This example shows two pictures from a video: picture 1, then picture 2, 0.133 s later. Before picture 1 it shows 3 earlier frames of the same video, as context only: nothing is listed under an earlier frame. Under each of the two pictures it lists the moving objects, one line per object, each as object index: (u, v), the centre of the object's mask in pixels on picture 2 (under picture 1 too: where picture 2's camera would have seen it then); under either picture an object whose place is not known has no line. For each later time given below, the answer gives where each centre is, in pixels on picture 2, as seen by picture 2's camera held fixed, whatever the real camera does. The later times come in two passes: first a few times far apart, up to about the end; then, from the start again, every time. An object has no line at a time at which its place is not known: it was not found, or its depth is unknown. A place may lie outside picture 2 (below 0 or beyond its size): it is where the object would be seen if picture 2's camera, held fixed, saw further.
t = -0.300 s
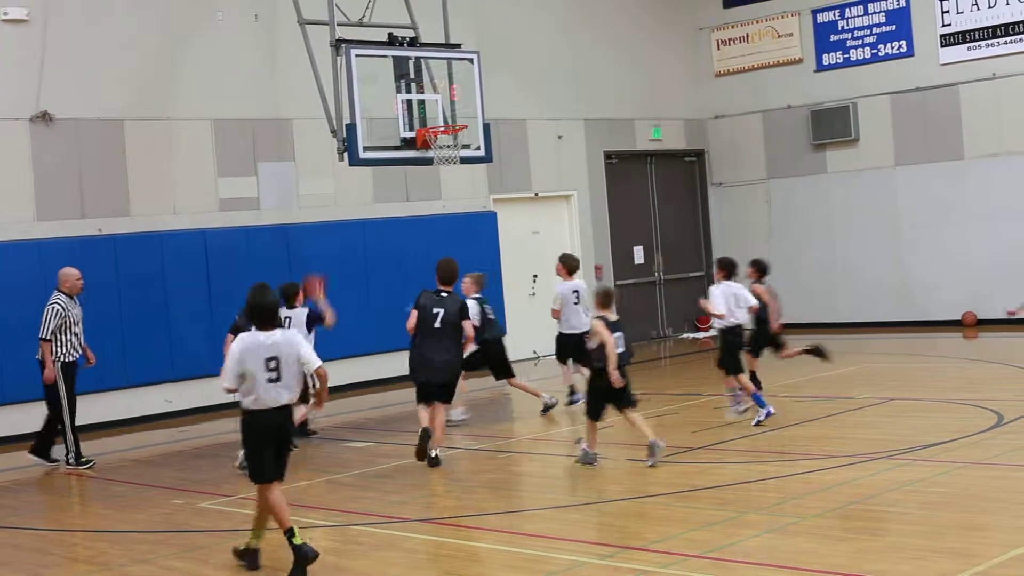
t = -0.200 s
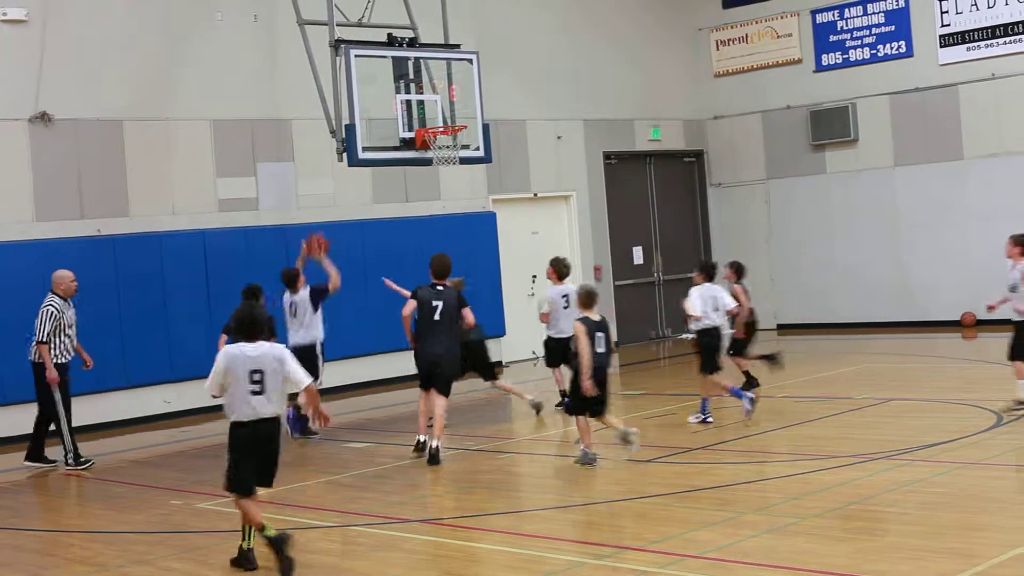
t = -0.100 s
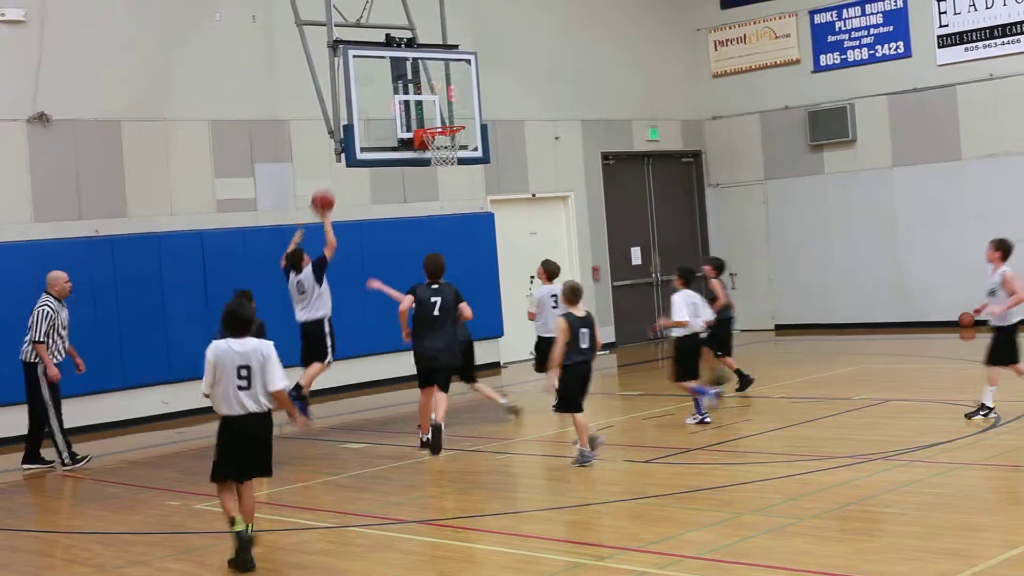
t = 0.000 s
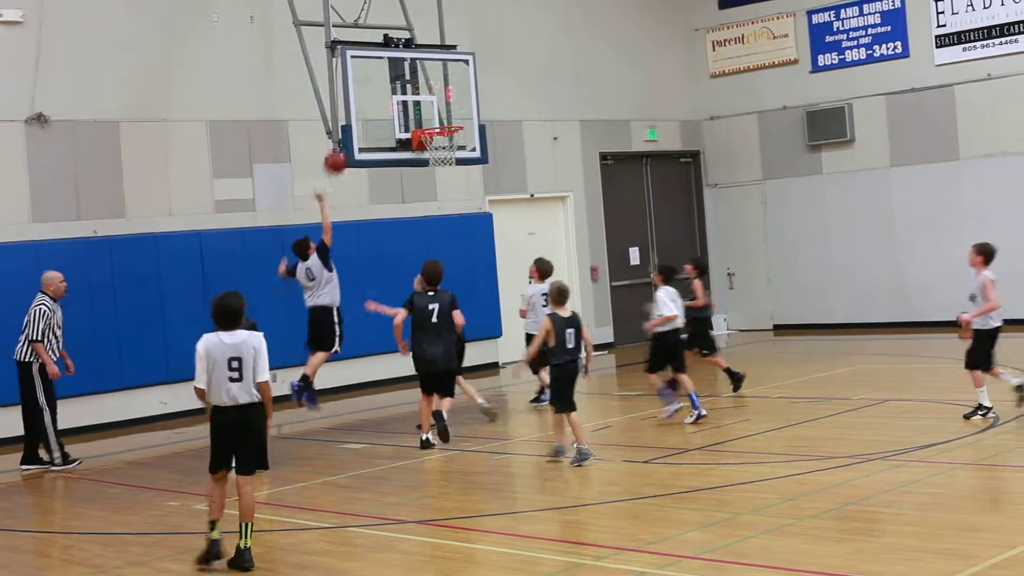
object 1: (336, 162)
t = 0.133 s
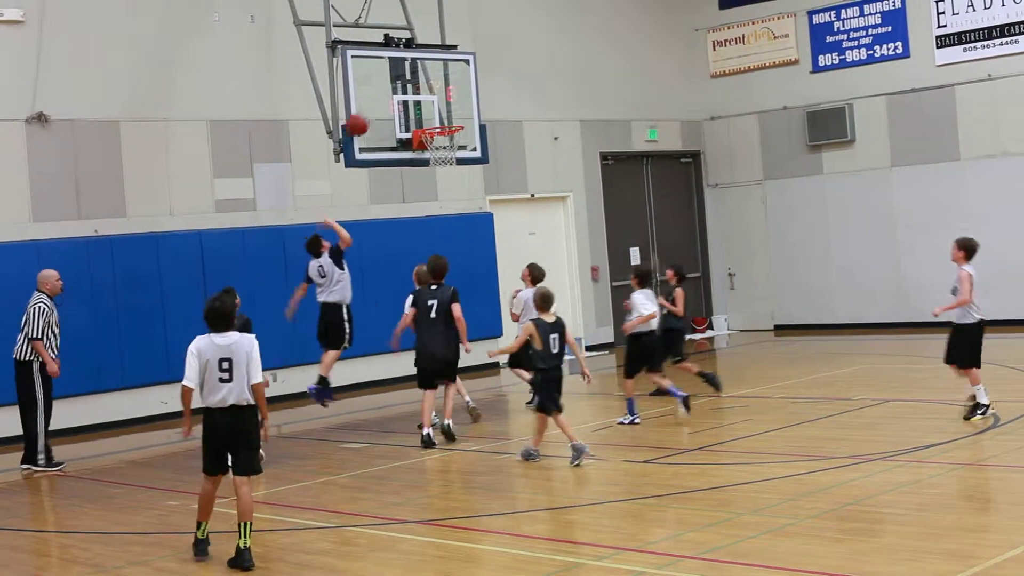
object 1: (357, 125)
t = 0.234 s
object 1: (373, 108)
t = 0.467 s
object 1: (412, 106)
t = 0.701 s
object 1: (449, 145)
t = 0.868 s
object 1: (451, 173)
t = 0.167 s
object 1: (362, 118)
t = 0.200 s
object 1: (367, 113)
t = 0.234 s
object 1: (373, 108)
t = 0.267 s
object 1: (378, 105)
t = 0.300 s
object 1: (384, 102)
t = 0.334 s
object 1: (389, 101)
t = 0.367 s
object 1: (395, 101)
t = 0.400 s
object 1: (400, 102)
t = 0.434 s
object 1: (407, 104)
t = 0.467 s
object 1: (412, 106)
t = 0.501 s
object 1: (418, 110)
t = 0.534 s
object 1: (424, 114)
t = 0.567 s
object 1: (429, 120)
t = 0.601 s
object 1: (438, 125)
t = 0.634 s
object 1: (443, 135)
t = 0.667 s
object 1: (446, 143)
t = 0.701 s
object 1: (449, 145)
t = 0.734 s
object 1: (451, 150)
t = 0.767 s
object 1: (450, 155)
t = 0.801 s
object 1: (450, 167)
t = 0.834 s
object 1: (451, 170)
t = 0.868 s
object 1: (451, 173)
